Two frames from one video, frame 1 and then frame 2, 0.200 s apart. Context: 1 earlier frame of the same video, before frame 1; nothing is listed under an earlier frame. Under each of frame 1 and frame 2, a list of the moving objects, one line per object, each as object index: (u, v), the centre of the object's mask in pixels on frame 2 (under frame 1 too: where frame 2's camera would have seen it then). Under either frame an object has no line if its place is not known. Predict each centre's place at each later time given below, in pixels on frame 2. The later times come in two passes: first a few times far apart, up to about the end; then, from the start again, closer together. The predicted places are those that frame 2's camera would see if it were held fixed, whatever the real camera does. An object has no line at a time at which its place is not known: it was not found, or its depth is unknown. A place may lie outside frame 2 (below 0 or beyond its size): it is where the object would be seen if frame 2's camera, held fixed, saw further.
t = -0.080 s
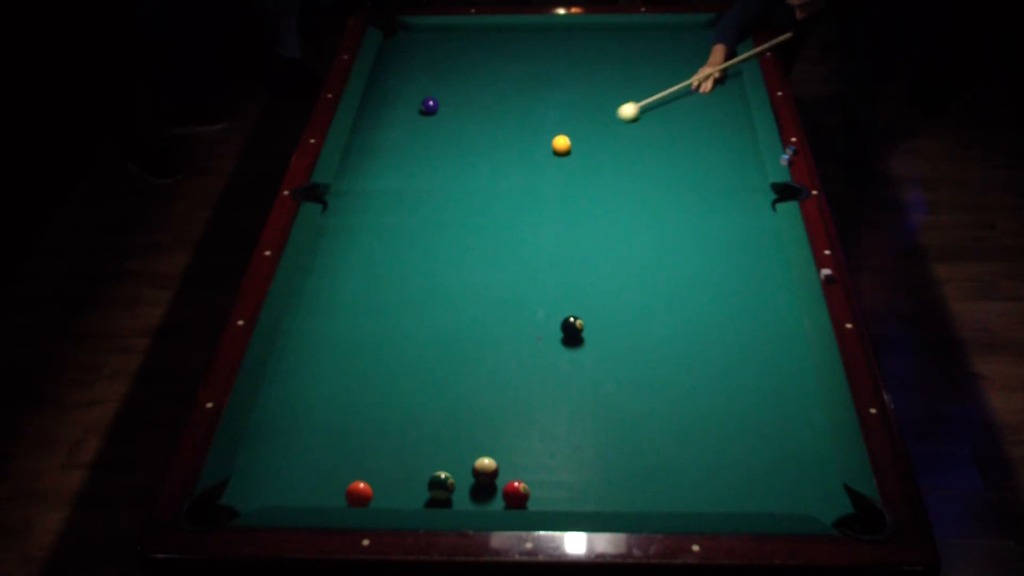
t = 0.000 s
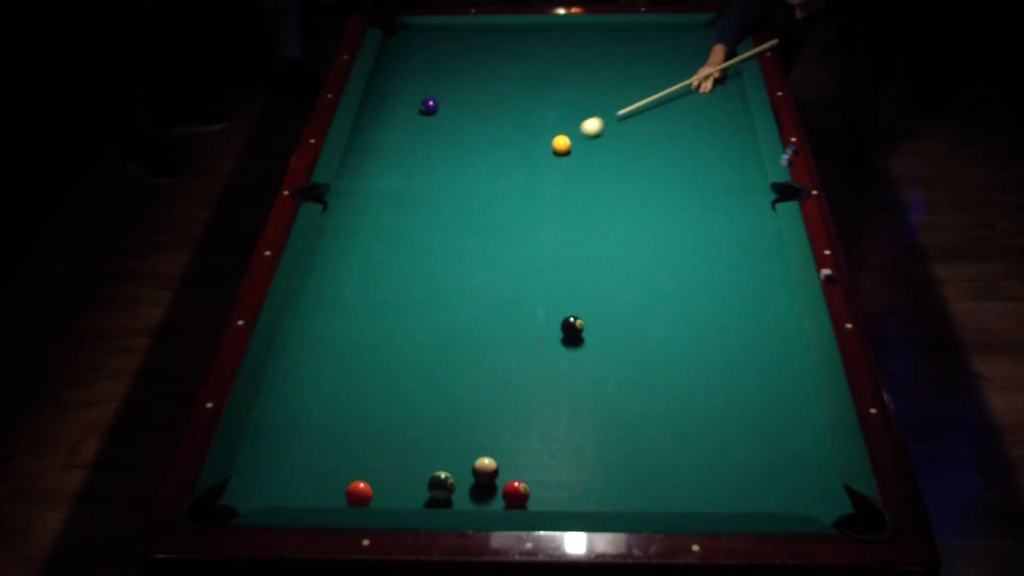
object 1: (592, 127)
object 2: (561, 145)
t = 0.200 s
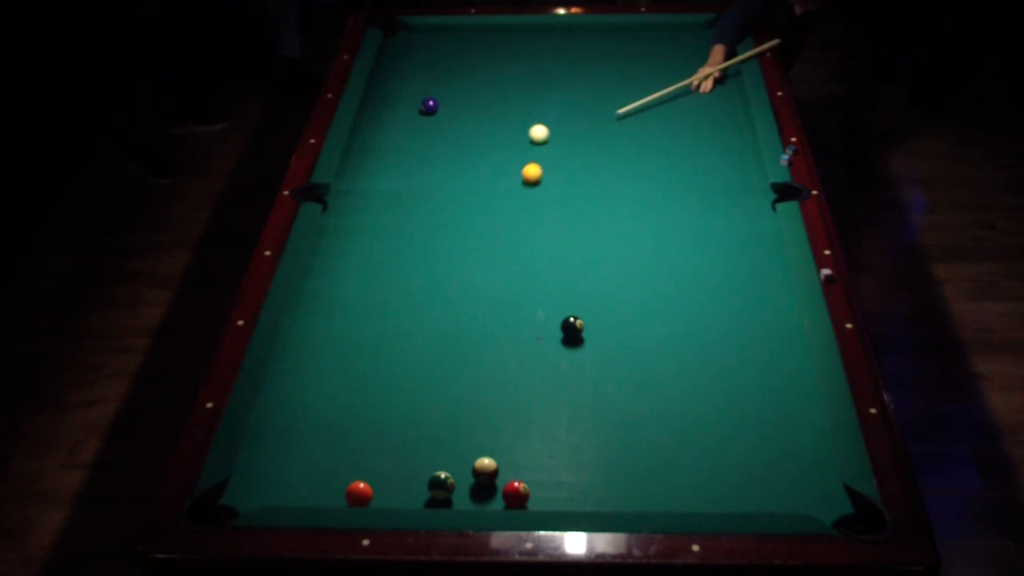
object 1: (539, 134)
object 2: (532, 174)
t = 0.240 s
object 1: (530, 134)
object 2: (525, 180)
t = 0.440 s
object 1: (489, 133)
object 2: (492, 213)
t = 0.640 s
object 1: (450, 132)
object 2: (458, 247)
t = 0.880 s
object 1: (405, 130)
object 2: (413, 291)
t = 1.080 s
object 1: (368, 129)
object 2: (373, 331)
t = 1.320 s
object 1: (379, 125)
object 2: (321, 381)
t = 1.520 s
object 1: (399, 121)
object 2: (276, 427)
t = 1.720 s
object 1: (417, 117)
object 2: (258, 467)
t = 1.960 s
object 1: (438, 114)
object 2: (269, 493)
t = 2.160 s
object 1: (454, 110)
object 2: (285, 470)
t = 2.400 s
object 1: (472, 107)
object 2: (303, 445)
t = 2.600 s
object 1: (486, 105)
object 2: (317, 426)
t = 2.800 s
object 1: (499, 102)
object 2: (329, 408)
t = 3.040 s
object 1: (513, 99)
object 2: (343, 390)
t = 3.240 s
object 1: (523, 97)
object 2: (354, 375)
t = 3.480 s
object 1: (534, 95)
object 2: (365, 359)
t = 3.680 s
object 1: (543, 94)
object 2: (374, 348)
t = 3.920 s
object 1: (551, 92)
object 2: (384, 336)
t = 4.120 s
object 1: (557, 91)
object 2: (391, 327)
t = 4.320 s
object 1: (562, 90)
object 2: (398, 318)
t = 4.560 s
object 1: (567, 89)
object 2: (405, 310)
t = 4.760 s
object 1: (569, 89)
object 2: (410, 303)
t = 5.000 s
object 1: (571, 88)
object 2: (414, 297)
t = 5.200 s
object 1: (572, 88)
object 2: (418, 293)
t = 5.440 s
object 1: (572, 88)
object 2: (421, 288)
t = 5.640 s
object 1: (572, 88)
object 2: (424, 285)
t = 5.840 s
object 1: (572, 88)
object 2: (426, 283)
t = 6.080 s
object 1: (572, 88)
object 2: (428, 280)
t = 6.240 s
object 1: (572, 88)
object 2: (428, 280)
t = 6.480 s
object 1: (572, 88)
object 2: (428, 279)
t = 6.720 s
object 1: (572, 88)
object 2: (428, 280)
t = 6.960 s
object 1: (572, 88)
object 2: (428, 280)
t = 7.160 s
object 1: (572, 88)
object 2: (428, 280)
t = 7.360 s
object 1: (572, 88)
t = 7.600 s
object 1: (572, 88)
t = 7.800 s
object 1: (572, 88)
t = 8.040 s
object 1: (572, 88)
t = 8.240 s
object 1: (572, 88)
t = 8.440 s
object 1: (572, 88)
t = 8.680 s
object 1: (572, 88)
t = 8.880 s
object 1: (572, 88)
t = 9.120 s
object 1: (572, 88)
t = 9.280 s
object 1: (572, 88)
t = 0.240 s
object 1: (530, 134)
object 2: (525, 180)
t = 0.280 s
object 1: (522, 134)
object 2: (518, 187)
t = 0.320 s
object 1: (514, 133)
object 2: (512, 193)
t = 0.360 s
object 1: (506, 133)
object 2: (505, 200)
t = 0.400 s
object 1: (498, 133)
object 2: (499, 206)
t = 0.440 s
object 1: (489, 133)
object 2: (492, 213)
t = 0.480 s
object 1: (481, 132)
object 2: (485, 219)
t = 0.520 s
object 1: (473, 132)
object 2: (479, 226)
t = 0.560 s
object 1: (466, 132)
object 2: (471, 233)
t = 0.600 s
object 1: (458, 132)
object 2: (465, 240)
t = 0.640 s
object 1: (450, 132)
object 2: (458, 247)
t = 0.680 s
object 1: (442, 131)
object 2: (450, 254)
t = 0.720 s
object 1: (435, 131)
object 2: (443, 262)
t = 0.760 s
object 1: (427, 131)
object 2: (435, 269)
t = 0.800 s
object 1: (419, 131)
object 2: (428, 276)
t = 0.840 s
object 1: (412, 131)
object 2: (420, 284)
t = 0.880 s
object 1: (405, 130)
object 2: (413, 291)
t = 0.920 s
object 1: (397, 130)
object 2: (405, 299)
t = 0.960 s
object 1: (390, 130)
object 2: (397, 307)
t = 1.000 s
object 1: (383, 130)
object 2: (389, 315)
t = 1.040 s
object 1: (375, 129)
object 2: (381, 323)
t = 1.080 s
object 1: (368, 129)
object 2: (373, 331)
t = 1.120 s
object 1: (361, 129)
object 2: (364, 339)
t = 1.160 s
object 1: (362, 128)
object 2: (356, 347)
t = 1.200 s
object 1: (366, 127)
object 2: (347, 356)
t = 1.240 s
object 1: (370, 127)
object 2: (339, 364)
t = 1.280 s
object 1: (375, 126)
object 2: (330, 373)
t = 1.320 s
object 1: (379, 125)
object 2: (321, 381)
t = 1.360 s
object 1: (383, 124)
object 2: (312, 390)
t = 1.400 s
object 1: (387, 123)
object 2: (303, 399)
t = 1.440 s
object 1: (391, 123)
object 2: (294, 408)
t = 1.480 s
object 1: (395, 122)
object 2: (285, 417)
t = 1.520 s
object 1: (399, 121)
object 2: (276, 427)
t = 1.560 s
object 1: (402, 120)
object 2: (266, 436)
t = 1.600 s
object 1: (406, 120)
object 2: (256, 446)
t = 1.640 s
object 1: (410, 119)
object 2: (256, 453)
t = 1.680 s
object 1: (414, 118)
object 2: (257, 461)
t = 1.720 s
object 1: (417, 117)
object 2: (258, 467)
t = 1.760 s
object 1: (421, 117)
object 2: (259, 474)
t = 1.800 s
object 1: (424, 116)
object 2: (260, 481)
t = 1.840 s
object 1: (428, 115)
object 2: (262, 489)
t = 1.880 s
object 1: (431, 115)
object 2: (263, 495)
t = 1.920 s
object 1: (435, 114)
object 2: (265, 496)
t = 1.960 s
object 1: (438, 114)
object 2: (269, 493)
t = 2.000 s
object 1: (441, 113)
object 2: (272, 488)
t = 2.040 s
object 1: (445, 112)
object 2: (275, 484)
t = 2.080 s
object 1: (448, 111)
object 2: (278, 479)
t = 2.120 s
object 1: (451, 111)
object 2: (282, 475)
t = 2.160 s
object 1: (454, 110)
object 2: (285, 470)
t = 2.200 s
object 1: (457, 110)
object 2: (288, 466)
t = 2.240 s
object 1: (461, 109)
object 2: (291, 462)
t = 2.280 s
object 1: (464, 109)
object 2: (294, 457)
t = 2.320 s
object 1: (466, 108)
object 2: (297, 453)
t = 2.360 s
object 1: (469, 108)
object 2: (300, 449)
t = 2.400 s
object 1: (472, 107)
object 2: (303, 445)
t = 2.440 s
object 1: (475, 107)
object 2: (306, 441)
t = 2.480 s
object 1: (478, 106)
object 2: (309, 437)
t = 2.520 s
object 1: (481, 105)
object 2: (311, 434)
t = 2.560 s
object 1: (484, 105)
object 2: (314, 430)
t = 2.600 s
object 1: (486, 105)
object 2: (317, 426)
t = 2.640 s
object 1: (489, 104)
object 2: (320, 423)
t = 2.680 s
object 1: (492, 103)
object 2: (322, 419)
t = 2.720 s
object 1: (494, 103)
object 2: (324, 415)
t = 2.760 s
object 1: (497, 102)
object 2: (327, 412)
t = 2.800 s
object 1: (499, 102)
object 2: (329, 408)
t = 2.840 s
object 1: (502, 101)
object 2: (332, 405)
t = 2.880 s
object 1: (504, 101)
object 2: (334, 402)
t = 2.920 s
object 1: (506, 101)
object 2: (336, 399)
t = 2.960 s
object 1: (509, 100)
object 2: (338, 396)
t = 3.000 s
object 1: (511, 100)
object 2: (341, 392)
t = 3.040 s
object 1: (513, 99)
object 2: (343, 390)
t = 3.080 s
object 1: (515, 99)
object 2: (345, 386)
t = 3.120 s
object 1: (517, 99)
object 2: (347, 384)
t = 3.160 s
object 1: (519, 98)
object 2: (349, 381)
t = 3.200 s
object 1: (521, 98)
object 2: (352, 378)
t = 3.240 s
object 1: (523, 97)
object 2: (354, 375)
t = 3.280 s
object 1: (525, 97)
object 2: (356, 372)
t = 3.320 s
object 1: (527, 97)
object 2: (358, 370)
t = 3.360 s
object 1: (529, 96)
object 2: (359, 367)
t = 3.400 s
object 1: (531, 96)
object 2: (361, 364)
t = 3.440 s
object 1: (533, 95)
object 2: (363, 362)
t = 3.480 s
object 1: (534, 95)
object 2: (365, 359)
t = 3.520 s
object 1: (536, 95)
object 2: (367, 357)
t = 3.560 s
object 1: (538, 94)
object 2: (369, 354)
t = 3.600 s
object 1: (539, 94)
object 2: (371, 352)
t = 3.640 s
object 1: (541, 94)
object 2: (372, 350)
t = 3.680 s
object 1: (543, 94)
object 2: (374, 348)
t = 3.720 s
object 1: (544, 93)
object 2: (376, 345)
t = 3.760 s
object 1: (545, 93)
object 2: (377, 343)
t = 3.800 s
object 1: (547, 93)
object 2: (379, 342)
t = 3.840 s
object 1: (548, 92)
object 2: (381, 339)
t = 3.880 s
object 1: (550, 92)
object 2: (382, 337)
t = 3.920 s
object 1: (551, 92)
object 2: (384, 336)
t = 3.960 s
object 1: (552, 92)
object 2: (385, 334)
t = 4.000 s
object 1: (554, 91)
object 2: (387, 332)
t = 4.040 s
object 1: (555, 91)
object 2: (388, 330)
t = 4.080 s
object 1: (556, 91)
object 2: (389, 328)
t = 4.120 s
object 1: (557, 91)
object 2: (391, 327)
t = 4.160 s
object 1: (558, 91)
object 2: (392, 325)
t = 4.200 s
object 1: (559, 90)
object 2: (394, 323)
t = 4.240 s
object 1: (560, 90)
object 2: (395, 321)
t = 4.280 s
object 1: (561, 90)
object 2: (396, 320)
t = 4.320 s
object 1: (562, 90)
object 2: (398, 318)
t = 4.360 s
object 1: (563, 90)
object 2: (399, 317)
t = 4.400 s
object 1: (564, 90)
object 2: (400, 315)
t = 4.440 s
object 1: (564, 89)
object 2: (401, 314)
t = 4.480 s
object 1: (565, 89)
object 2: (402, 312)
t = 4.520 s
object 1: (566, 89)
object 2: (403, 311)
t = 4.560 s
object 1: (567, 89)
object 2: (405, 310)
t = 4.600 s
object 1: (567, 89)
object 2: (405, 308)
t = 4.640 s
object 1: (568, 89)
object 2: (406, 307)
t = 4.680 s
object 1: (568, 89)
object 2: (407, 306)
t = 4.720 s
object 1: (569, 89)
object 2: (409, 305)
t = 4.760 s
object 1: (569, 89)
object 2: (410, 303)
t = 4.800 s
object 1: (570, 88)
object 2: (410, 302)
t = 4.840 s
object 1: (570, 88)
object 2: (411, 301)
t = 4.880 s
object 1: (571, 88)
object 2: (412, 300)
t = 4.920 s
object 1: (571, 88)
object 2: (413, 299)
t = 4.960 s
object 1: (571, 88)
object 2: (413, 298)
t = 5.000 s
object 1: (571, 88)
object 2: (414, 297)
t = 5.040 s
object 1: (572, 88)
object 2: (415, 296)
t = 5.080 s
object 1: (572, 88)
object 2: (416, 295)
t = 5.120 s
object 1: (572, 88)
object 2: (416, 294)
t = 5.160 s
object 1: (572, 88)
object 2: (417, 293)
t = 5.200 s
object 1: (572, 88)
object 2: (418, 293)
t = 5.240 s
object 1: (572, 88)
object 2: (418, 292)
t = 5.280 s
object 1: (572, 88)
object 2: (419, 291)
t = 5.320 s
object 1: (572, 88)
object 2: (420, 290)
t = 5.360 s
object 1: (572, 88)
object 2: (420, 290)
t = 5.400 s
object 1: (572, 88)
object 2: (421, 289)
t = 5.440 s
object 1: (572, 88)
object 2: (421, 288)
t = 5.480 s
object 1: (572, 88)
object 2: (422, 288)
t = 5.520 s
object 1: (572, 88)
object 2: (422, 287)
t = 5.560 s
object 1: (572, 88)
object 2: (423, 287)
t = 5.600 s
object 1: (572, 88)
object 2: (424, 286)
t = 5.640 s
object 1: (572, 88)
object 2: (424, 285)
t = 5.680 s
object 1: (572, 88)
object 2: (424, 285)
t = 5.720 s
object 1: (572, 88)
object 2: (425, 284)
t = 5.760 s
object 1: (572, 88)
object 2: (425, 284)
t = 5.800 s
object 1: (572, 88)
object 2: (426, 283)
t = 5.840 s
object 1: (572, 88)
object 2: (426, 283)
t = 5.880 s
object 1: (572, 88)
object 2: (426, 282)
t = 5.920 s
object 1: (572, 88)
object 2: (427, 282)
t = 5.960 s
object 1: (572, 88)
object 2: (427, 281)
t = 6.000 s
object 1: (572, 88)
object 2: (427, 281)
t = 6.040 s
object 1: (572, 88)
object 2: (427, 281)
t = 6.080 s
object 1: (572, 88)
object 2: (428, 280)
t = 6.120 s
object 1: (572, 88)
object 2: (428, 280)
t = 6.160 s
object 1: (572, 88)
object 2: (428, 280)
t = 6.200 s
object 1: (572, 88)
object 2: (428, 280)
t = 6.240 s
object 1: (572, 88)
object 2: (428, 280)
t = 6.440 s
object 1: (572, 88)
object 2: (428, 280)
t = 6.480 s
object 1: (572, 88)
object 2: (428, 279)
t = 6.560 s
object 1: (572, 88)
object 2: (428, 280)
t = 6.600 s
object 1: (572, 88)
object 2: (428, 280)
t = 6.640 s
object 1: (572, 88)
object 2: (428, 280)
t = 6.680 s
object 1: (572, 88)
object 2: (428, 280)
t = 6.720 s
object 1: (572, 88)
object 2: (428, 280)
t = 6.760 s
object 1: (572, 88)
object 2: (428, 280)
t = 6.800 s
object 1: (572, 88)
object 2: (428, 280)
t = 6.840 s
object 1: (572, 88)
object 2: (428, 280)
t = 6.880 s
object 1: (572, 88)
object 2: (428, 280)
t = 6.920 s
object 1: (572, 88)
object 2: (428, 280)
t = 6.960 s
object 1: (572, 88)
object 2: (428, 280)
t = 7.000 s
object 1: (572, 88)
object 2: (428, 280)
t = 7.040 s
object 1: (572, 88)
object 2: (428, 280)
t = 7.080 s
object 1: (572, 88)
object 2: (428, 280)
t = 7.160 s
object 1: (572, 88)
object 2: (428, 280)
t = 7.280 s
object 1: (572, 88)
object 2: (428, 280)
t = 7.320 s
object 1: (572, 88)
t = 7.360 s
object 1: (572, 88)
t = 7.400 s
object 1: (572, 88)
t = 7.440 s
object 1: (572, 88)
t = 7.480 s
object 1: (572, 88)
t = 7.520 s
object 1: (572, 88)
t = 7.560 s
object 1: (572, 88)
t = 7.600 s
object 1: (572, 88)
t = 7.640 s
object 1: (572, 88)
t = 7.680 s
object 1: (572, 88)
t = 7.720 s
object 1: (572, 88)
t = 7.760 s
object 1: (572, 88)
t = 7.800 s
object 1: (572, 88)
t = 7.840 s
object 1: (572, 88)
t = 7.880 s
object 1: (572, 88)
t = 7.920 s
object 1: (572, 88)
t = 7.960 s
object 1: (572, 88)
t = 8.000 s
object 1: (572, 88)
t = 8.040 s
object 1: (572, 88)
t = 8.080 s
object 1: (572, 88)
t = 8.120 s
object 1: (572, 88)
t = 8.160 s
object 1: (572, 88)
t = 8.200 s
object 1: (572, 88)
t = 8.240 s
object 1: (572, 88)
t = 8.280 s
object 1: (572, 88)
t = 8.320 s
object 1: (572, 88)
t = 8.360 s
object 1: (572, 88)
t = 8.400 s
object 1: (572, 88)
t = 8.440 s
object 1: (572, 88)
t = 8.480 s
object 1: (572, 88)
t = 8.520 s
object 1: (572, 88)
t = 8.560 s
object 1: (572, 88)
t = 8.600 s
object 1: (572, 88)
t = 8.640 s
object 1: (572, 88)
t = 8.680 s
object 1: (572, 88)
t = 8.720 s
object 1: (572, 88)
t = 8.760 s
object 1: (572, 88)
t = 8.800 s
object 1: (572, 88)
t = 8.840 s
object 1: (572, 88)
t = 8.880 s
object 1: (572, 88)
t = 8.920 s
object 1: (572, 88)
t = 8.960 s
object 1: (572, 88)
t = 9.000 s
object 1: (572, 88)
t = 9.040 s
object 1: (572, 88)
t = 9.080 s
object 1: (572, 88)
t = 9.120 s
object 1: (572, 88)
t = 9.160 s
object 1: (572, 88)
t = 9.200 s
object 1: (572, 88)
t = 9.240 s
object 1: (572, 88)
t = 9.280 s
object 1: (572, 88)
